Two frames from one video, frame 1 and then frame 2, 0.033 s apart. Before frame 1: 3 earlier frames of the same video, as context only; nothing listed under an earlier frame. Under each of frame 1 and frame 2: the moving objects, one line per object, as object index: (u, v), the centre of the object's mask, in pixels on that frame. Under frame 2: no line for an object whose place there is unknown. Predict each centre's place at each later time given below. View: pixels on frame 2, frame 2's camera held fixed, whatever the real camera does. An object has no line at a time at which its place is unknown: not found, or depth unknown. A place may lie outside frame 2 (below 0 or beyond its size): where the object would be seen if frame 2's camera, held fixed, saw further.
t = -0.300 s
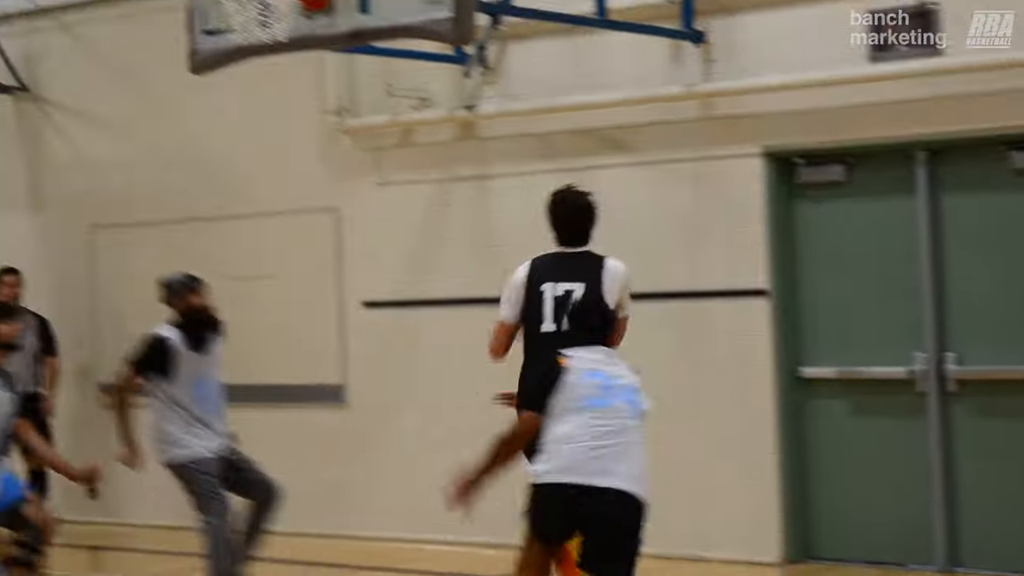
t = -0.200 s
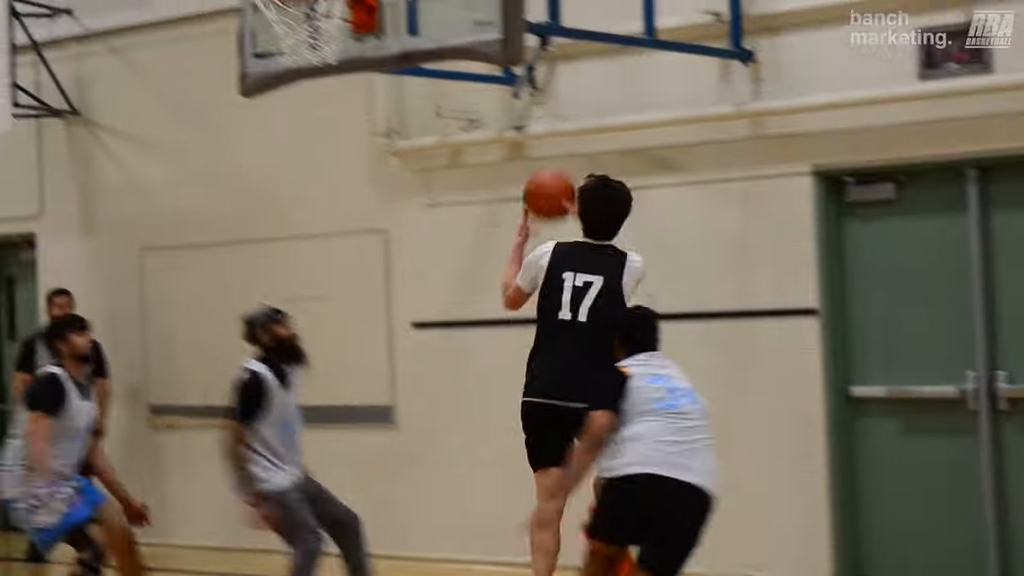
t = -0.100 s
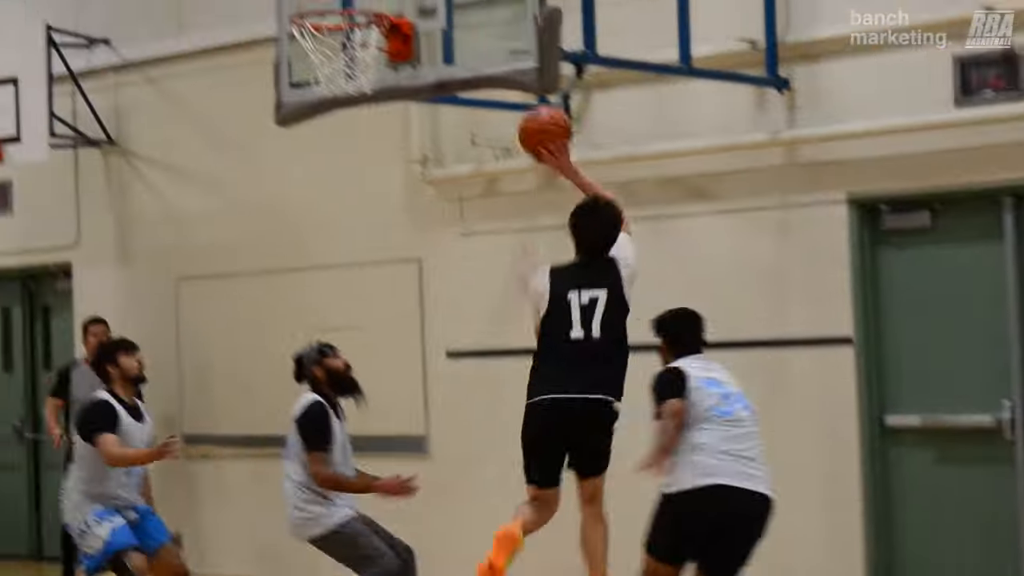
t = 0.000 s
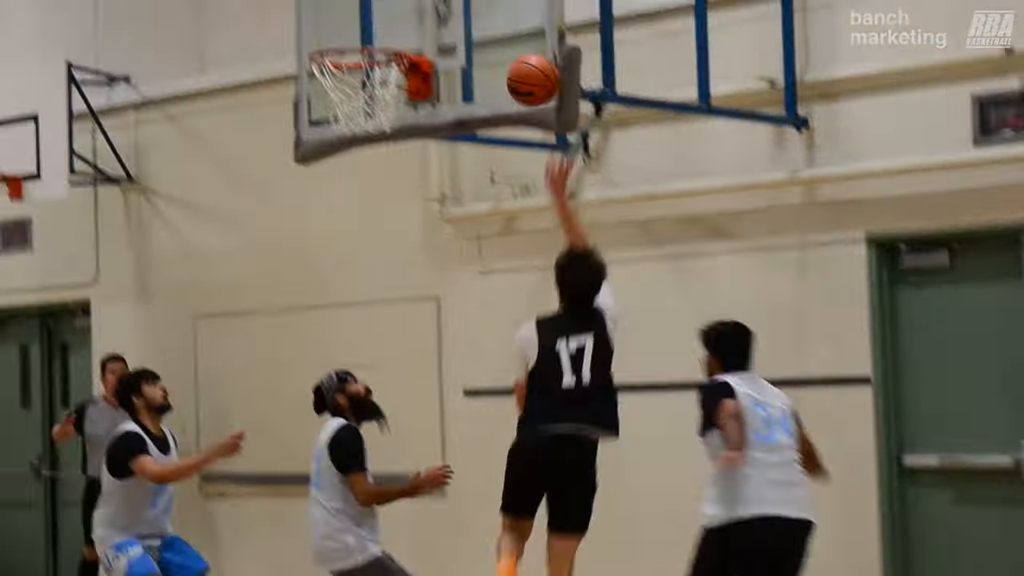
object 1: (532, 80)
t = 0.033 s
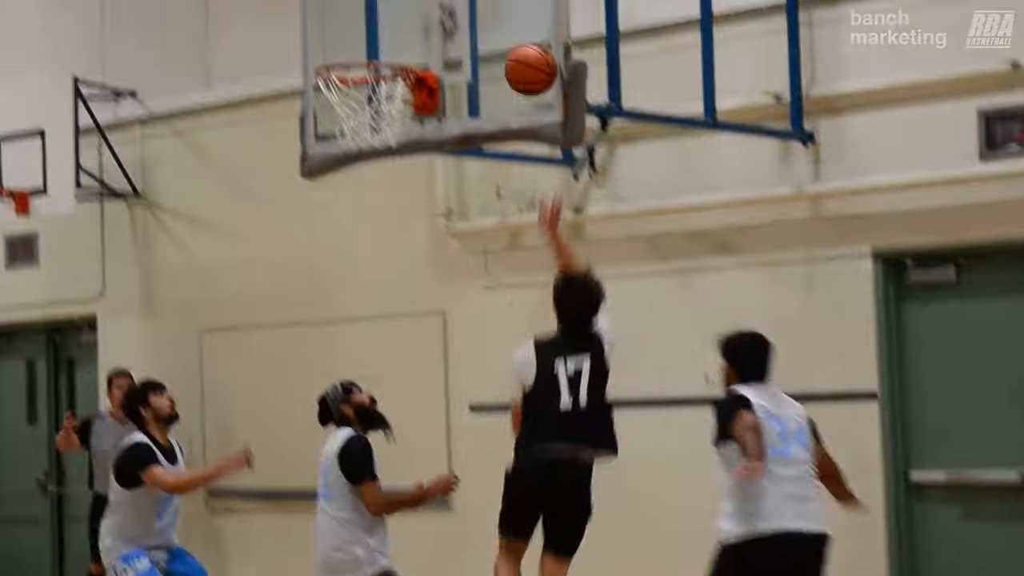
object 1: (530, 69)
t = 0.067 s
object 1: (523, 47)
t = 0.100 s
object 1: (514, 24)
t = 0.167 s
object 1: (499, -9)
